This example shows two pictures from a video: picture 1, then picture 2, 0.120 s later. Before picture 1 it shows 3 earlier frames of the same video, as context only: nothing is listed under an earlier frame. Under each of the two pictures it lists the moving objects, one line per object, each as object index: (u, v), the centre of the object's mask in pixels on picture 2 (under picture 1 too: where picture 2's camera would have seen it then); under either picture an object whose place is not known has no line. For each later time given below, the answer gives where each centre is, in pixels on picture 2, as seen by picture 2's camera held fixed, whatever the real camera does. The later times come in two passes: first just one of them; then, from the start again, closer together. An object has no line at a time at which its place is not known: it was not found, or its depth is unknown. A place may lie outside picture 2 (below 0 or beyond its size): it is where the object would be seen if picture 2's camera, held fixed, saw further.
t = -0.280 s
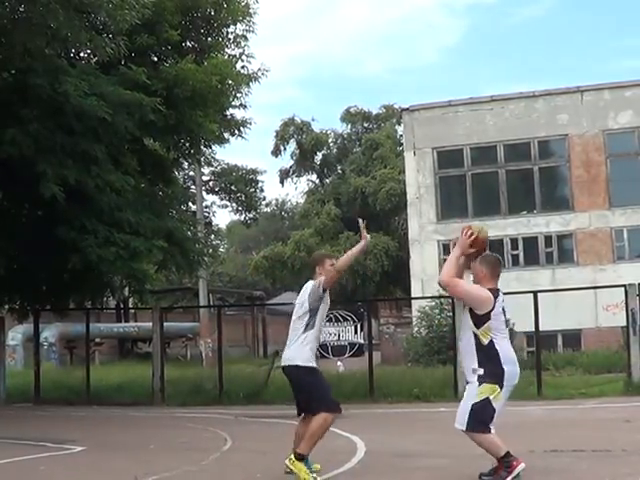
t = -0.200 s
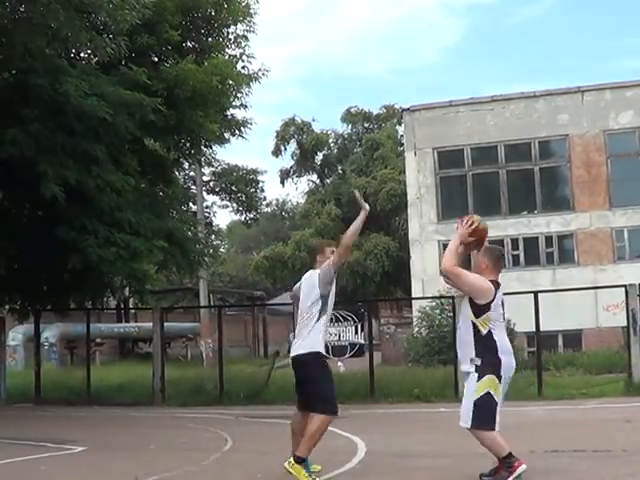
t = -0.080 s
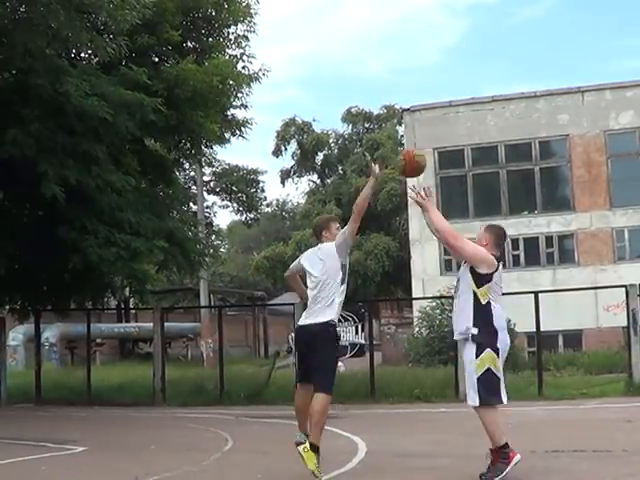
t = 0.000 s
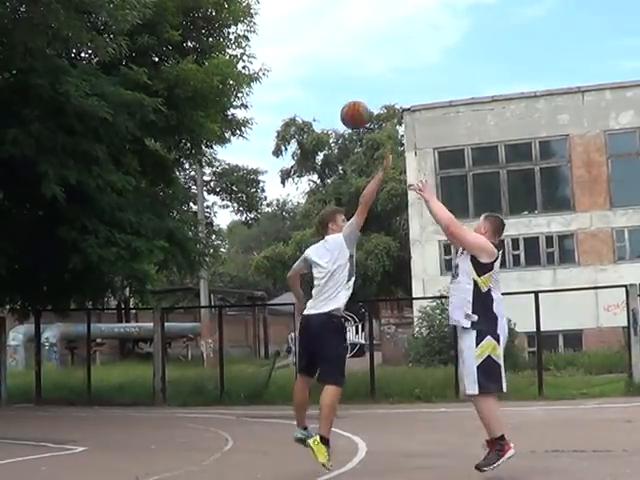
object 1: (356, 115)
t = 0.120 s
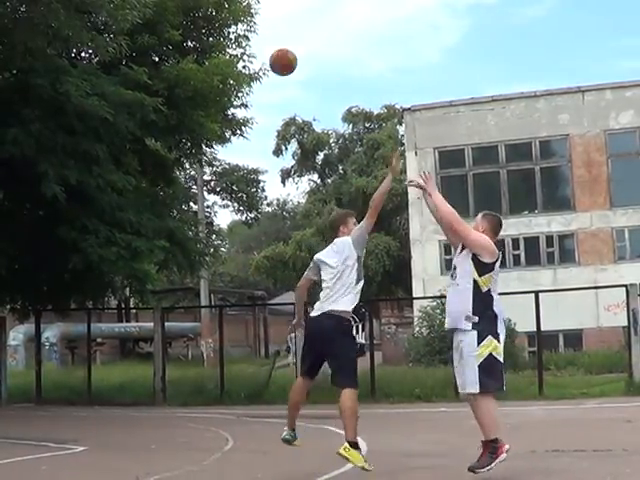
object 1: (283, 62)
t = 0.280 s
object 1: (196, 22)
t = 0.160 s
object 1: (260, 49)
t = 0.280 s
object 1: (196, 22)
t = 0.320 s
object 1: (176, 16)
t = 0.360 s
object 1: (156, 13)
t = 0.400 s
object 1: (132, 12)
